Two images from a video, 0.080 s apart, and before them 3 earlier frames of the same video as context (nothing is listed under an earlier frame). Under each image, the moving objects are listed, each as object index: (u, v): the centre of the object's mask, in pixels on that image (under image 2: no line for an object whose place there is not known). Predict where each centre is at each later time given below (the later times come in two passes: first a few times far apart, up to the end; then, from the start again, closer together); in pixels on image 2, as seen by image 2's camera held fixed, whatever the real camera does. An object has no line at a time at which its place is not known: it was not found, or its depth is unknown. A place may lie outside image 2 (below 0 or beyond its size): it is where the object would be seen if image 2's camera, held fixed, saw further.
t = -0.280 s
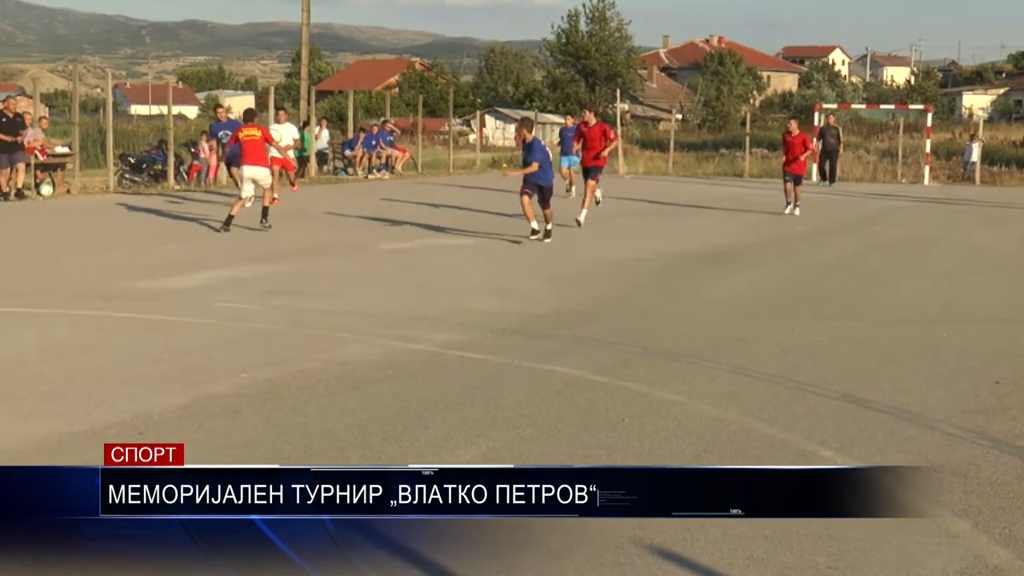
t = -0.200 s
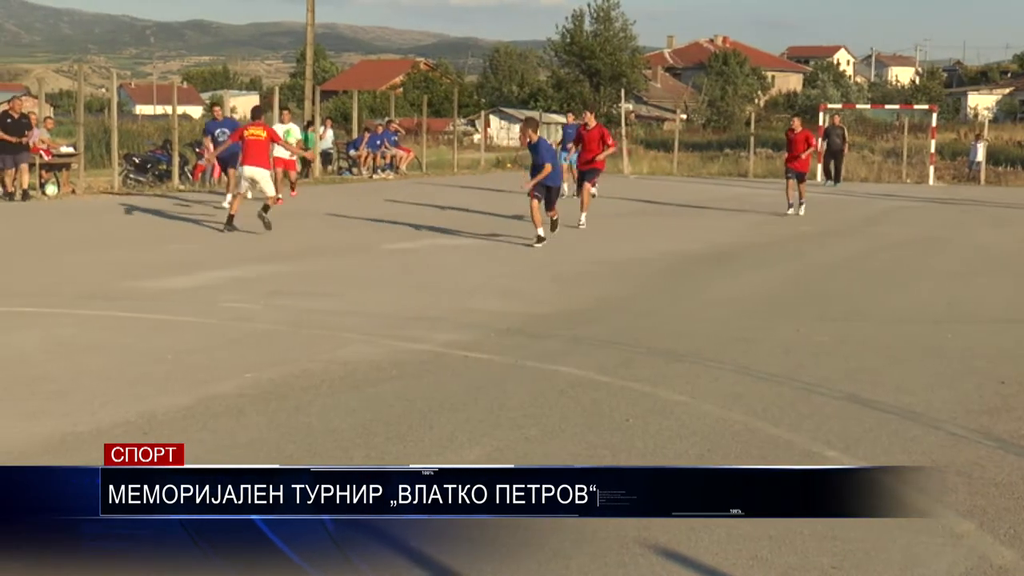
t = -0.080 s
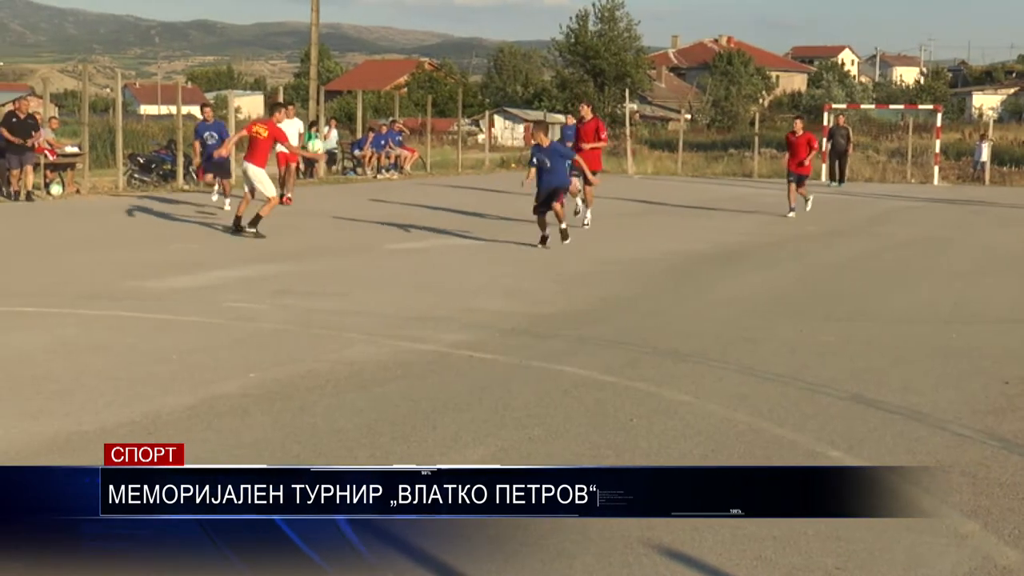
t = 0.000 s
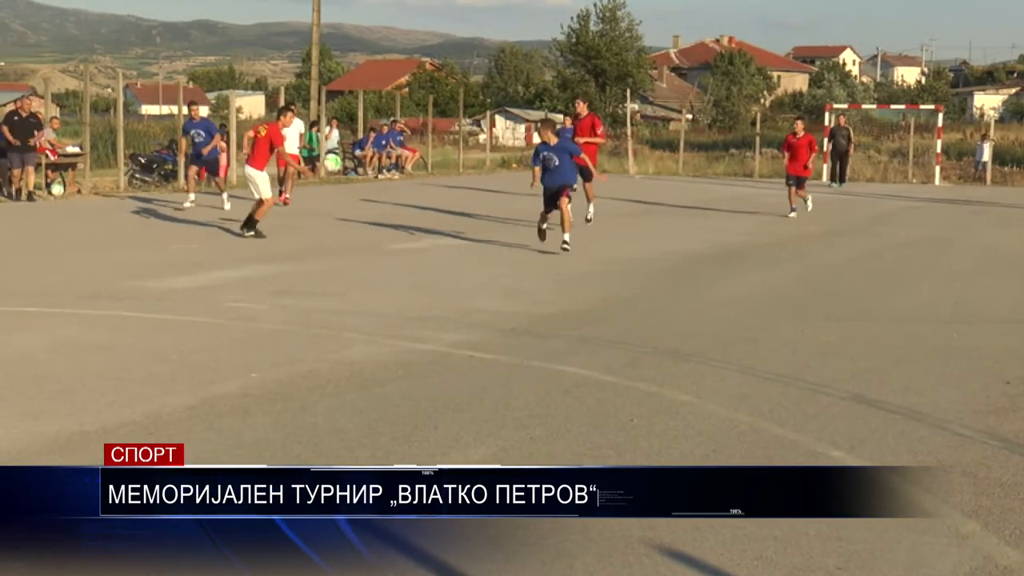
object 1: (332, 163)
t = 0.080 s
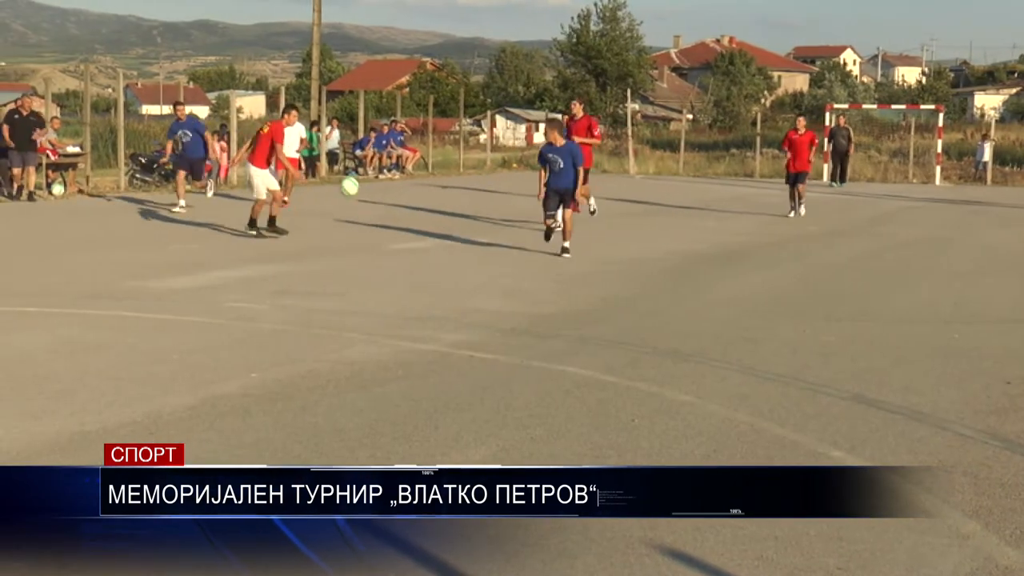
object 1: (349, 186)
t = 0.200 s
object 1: (379, 241)
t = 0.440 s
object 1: (424, 184)
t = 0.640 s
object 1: (469, 166)
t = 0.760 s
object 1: (498, 180)
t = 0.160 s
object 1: (369, 220)
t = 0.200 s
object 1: (379, 241)
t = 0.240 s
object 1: (387, 243)
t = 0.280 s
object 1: (394, 228)
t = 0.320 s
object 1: (401, 215)
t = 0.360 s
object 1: (408, 203)
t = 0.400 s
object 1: (416, 192)
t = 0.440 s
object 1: (424, 184)
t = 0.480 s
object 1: (432, 176)
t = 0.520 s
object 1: (441, 170)
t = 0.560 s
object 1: (450, 167)
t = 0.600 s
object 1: (459, 165)
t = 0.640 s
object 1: (469, 166)
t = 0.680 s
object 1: (477, 168)
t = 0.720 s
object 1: (488, 173)
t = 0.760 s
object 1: (498, 180)
